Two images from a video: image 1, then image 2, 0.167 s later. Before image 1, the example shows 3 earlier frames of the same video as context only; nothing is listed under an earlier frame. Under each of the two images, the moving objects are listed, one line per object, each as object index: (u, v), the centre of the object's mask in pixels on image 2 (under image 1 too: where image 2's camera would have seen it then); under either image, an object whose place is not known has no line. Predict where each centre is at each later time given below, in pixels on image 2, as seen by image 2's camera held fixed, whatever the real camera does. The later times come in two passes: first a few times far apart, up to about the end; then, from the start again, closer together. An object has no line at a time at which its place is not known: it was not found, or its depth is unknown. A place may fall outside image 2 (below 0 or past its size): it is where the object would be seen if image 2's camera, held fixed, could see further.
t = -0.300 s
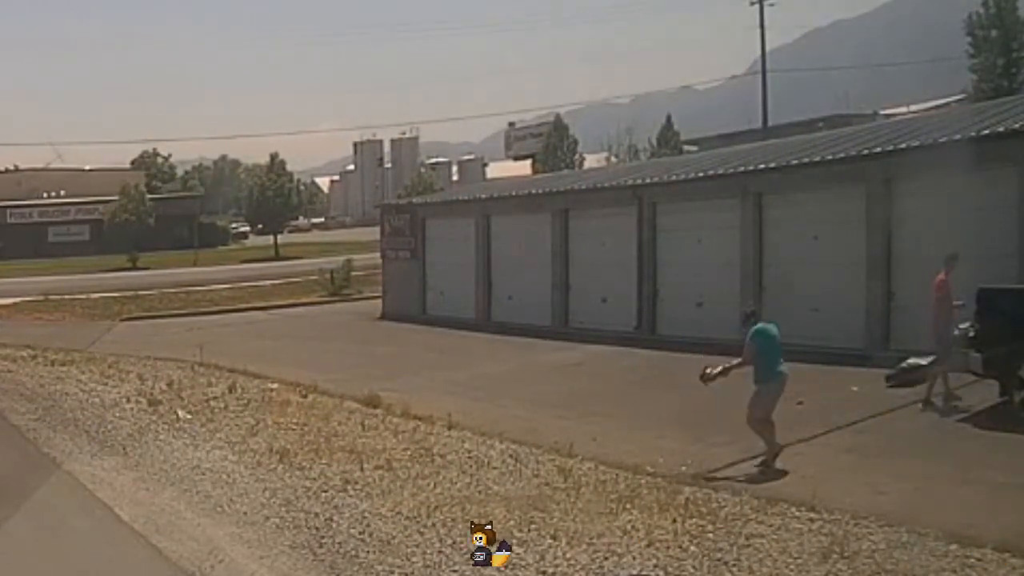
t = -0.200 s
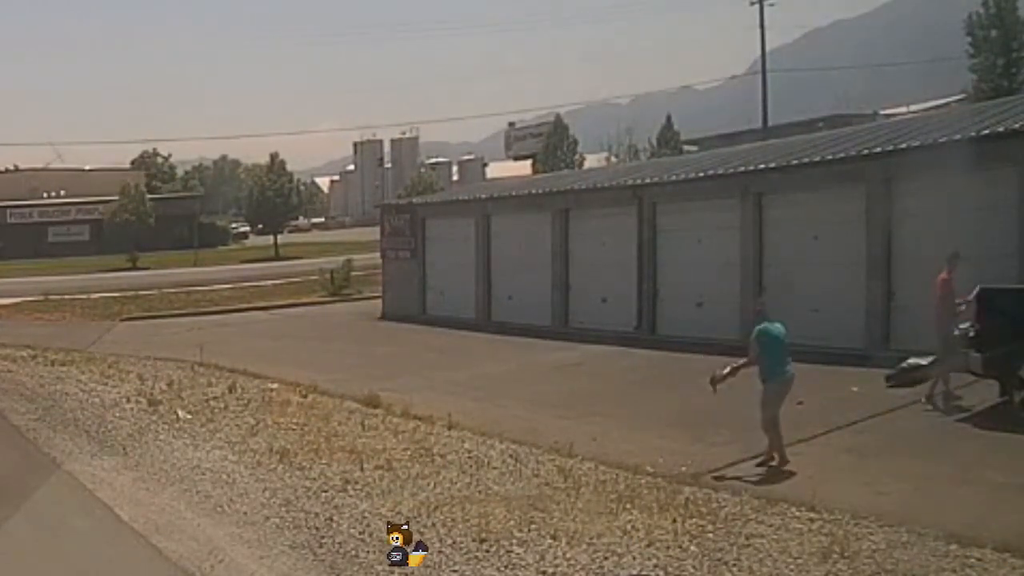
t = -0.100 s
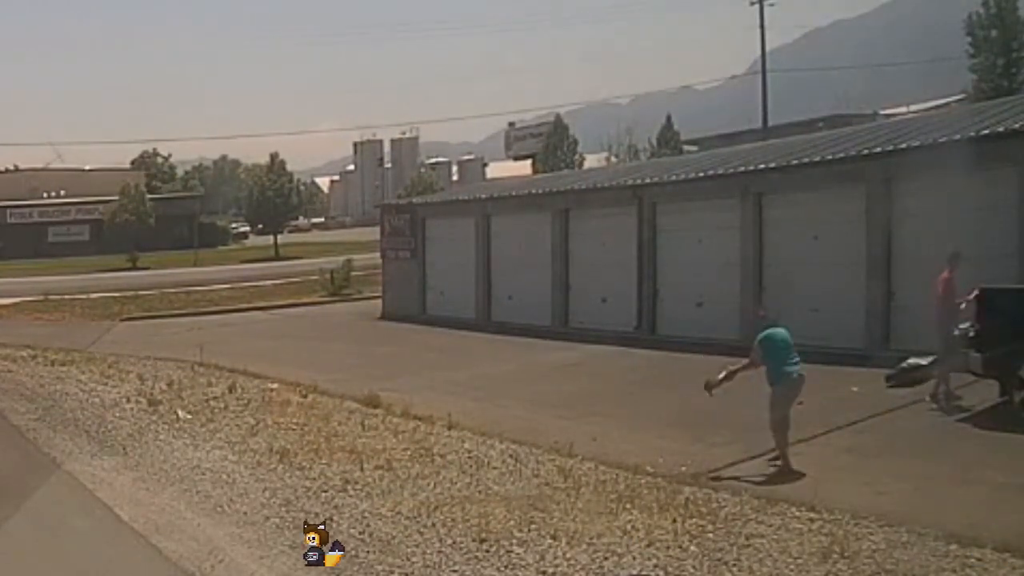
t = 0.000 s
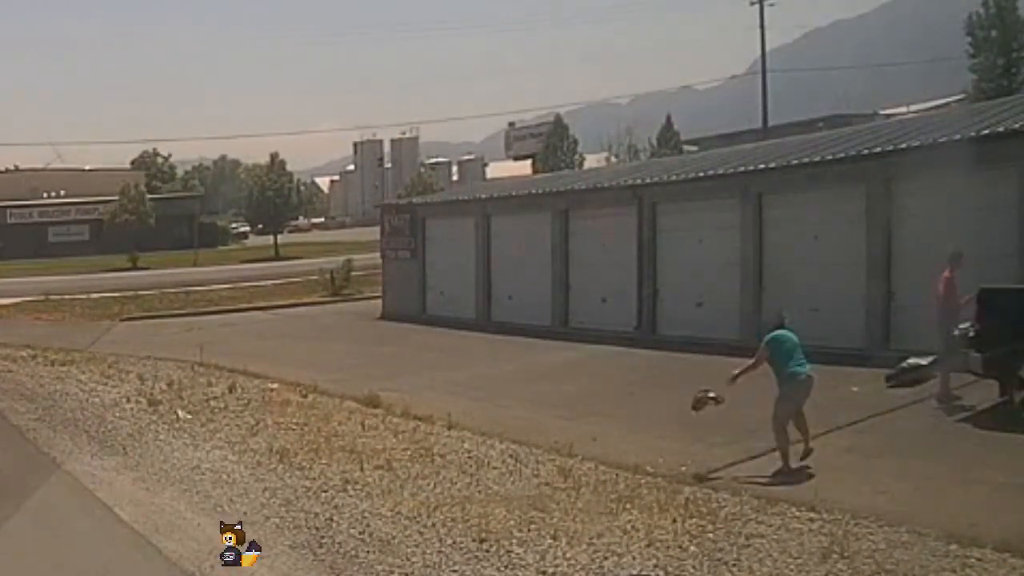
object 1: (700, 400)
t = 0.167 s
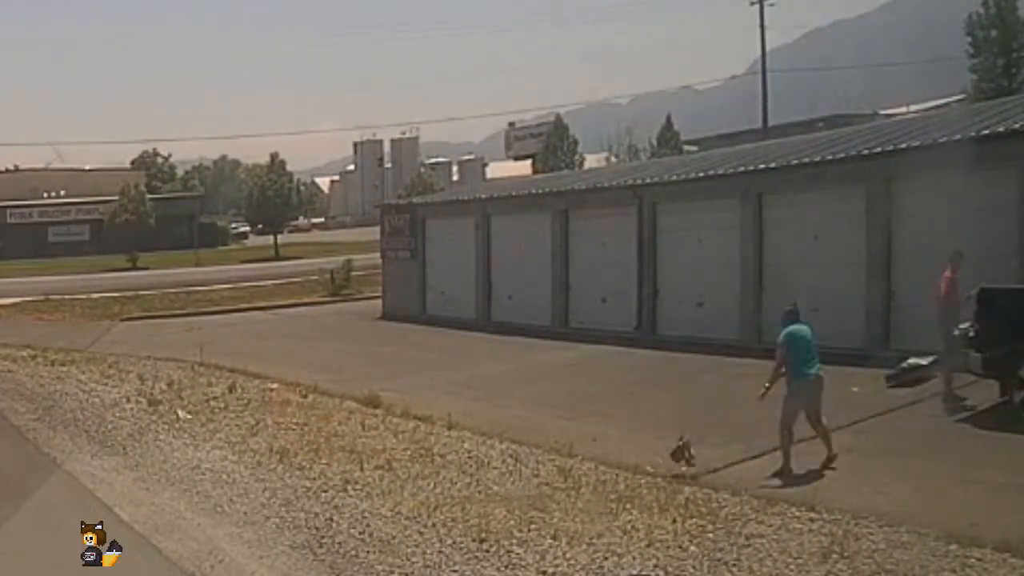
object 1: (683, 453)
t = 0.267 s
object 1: (669, 462)
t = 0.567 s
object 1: (649, 471)
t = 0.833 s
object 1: (648, 471)
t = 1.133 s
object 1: (647, 471)
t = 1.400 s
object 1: (647, 471)
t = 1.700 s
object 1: (647, 471)
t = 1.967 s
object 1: (647, 471)
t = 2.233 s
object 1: (647, 472)
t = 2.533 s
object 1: (647, 472)
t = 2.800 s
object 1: (647, 472)
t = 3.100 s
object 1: (647, 471)
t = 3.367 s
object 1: (647, 471)
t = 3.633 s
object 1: (647, 471)
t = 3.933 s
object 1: (647, 471)
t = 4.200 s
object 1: (647, 471)
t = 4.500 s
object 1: (647, 472)
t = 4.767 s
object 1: (647, 471)
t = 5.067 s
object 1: (647, 471)
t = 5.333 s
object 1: (647, 471)
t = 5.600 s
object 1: (647, 472)
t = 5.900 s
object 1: (647, 471)
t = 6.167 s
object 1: (647, 472)
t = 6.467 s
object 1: (647, 471)
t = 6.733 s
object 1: (647, 472)
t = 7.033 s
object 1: (647, 471)
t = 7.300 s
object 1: (647, 472)
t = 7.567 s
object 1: (647, 472)
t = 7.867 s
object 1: (647, 471)
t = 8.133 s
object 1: (647, 471)
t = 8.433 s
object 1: (647, 471)
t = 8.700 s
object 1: (647, 471)
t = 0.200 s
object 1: (678, 463)
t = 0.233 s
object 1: (672, 464)
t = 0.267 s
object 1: (669, 462)
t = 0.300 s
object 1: (666, 461)
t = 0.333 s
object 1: (665, 460)
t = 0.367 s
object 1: (663, 459)
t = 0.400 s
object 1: (662, 460)
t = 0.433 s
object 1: (660, 460)
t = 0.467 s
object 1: (658, 461)
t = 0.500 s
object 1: (655, 462)
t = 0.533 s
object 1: (650, 469)
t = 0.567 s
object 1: (649, 471)
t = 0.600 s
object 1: (648, 471)
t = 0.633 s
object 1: (647, 472)
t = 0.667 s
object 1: (647, 471)
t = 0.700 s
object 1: (648, 472)
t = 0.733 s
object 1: (647, 472)
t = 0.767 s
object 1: (647, 471)
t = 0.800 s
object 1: (647, 471)
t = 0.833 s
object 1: (648, 471)
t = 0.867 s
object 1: (647, 471)
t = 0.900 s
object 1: (648, 472)
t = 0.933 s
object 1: (648, 471)
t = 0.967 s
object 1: (648, 471)
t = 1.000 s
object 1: (648, 471)
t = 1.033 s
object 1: (648, 471)
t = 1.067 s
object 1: (647, 472)
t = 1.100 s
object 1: (647, 471)
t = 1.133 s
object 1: (647, 471)
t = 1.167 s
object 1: (647, 471)
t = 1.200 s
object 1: (647, 471)
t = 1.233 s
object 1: (647, 472)
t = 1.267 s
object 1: (647, 471)
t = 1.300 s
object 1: (647, 471)
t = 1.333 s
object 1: (647, 471)
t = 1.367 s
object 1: (647, 471)
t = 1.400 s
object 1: (647, 471)
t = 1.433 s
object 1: (647, 471)
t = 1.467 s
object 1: (647, 471)
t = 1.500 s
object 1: (647, 471)
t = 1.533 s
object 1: (647, 471)
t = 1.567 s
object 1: (647, 471)
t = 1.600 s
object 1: (647, 471)
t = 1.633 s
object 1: (647, 471)
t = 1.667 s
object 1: (647, 471)
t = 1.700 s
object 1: (647, 471)
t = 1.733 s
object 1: (647, 472)
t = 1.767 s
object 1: (647, 472)
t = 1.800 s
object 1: (647, 471)
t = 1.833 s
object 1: (647, 471)
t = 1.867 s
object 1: (647, 471)
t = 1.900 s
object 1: (647, 471)
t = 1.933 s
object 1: (647, 471)
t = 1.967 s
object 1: (647, 471)
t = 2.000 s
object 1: (647, 471)
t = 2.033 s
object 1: (647, 471)
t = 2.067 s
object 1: (647, 471)
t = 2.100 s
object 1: (647, 471)
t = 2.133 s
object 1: (647, 471)
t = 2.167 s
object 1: (647, 471)
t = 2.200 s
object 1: (647, 471)
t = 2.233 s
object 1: (647, 472)
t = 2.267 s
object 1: (647, 471)
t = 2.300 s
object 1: (647, 472)
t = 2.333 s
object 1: (647, 471)
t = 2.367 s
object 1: (647, 472)
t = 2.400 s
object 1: (647, 472)
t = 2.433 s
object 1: (647, 472)
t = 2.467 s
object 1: (647, 472)
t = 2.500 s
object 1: (647, 472)
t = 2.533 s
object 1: (647, 472)
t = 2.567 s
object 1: (647, 472)
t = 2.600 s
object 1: (647, 472)
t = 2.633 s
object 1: (647, 472)
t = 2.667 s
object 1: (647, 472)
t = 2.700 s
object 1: (647, 472)
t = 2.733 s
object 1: (647, 472)
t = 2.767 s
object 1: (647, 472)
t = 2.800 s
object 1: (647, 472)
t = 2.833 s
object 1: (647, 472)
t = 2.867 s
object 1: (647, 471)
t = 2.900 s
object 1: (647, 471)
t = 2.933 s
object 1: (647, 471)
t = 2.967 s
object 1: (647, 472)
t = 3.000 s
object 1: (647, 472)
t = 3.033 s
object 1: (647, 471)
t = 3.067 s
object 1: (647, 472)
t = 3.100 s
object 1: (647, 471)
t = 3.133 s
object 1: (647, 471)
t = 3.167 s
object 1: (647, 471)
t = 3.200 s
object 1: (647, 471)
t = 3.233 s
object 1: (647, 471)
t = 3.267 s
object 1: (647, 471)
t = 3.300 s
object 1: (647, 471)
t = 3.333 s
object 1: (647, 471)
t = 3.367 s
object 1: (647, 471)
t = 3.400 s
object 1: (647, 471)
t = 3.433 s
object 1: (647, 471)
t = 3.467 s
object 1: (647, 471)
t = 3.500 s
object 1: (647, 471)
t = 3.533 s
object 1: (647, 471)
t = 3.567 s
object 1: (647, 471)
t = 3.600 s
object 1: (647, 471)
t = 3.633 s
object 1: (647, 471)
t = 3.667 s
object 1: (647, 471)
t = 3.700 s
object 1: (647, 471)
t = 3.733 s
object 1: (647, 471)
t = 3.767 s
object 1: (647, 471)
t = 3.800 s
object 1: (647, 471)
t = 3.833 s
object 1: (647, 471)
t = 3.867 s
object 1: (647, 471)
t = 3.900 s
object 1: (647, 471)
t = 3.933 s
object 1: (647, 471)
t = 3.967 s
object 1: (647, 471)
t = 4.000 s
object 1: (647, 471)
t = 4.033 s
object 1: (647, 471)
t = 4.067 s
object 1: (647, 471)
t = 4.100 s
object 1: (647, 471)
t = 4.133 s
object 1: (647, 471)
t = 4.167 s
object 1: (647, 471)
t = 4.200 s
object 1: (647, 471)
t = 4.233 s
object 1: (646, 471)
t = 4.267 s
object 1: (647, 472)
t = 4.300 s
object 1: (647, 472)
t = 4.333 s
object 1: (647, 471)
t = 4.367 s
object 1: (647, 471)
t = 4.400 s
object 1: (647, 471)
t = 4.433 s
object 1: (647, 472)
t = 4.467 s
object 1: (647, 472)
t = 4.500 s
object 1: (647, 472)
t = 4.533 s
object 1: (647, 471)
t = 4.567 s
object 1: (647, 471)
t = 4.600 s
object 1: (647, 471)
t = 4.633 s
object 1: (647, 471)
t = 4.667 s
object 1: (647, 471)
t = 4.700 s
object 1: (647, 471)
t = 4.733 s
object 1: (647, 471)
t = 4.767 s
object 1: (647, 471)
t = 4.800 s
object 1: (647, 471)
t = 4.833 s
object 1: (647, 471)
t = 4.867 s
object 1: (647, 471)
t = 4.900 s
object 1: (647, 471)
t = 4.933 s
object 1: (647, 471)
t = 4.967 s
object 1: (647, 471)
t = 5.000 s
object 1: (647, 471)
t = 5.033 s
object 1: (647, 471)
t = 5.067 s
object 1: (647, 471)
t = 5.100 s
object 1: (646, 472)
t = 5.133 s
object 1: (647, 471)
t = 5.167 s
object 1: (647, 471)
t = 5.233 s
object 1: (647, 471)
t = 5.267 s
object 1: (647, 471)
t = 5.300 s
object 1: (647, 471)
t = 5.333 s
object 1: (647, 471)
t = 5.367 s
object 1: (647, 471)
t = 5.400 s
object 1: (647, 472)
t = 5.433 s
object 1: (647, 472)
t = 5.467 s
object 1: (647, 471)
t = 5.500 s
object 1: (646, 472)
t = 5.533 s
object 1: (647, 472)
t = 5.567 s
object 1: (647, 472)
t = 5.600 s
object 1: (647, 472)
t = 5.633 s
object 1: (647, 472)
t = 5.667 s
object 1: (647, 472)
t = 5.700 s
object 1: (647, 472)
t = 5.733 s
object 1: (647, 471)
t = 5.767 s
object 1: (647, 471)
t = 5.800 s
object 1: (647, 471)
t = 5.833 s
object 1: (647, 471)
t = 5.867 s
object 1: (647, 471)
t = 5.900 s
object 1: (647, 471)
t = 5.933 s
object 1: (647, 471)
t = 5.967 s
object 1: (647, 471)
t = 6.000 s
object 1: (647, 471)
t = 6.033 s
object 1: (647, 472)
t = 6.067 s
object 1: (647, 472)
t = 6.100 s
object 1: (647, 472)
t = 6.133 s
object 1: (647, 472)
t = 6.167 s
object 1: (647, 472)
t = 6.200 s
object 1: (647, 472)
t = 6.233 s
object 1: (647, 472)
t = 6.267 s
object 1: (647, 471)
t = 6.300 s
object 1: (647, 471)
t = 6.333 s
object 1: (647, 472)
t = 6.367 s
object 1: (647, 472)
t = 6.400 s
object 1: (647, 472)
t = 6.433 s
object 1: (647, 471)
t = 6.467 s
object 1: (647, 471)
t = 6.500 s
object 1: (647, 471)
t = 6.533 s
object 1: (647, 471)
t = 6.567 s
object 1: (647, 471)
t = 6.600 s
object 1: (647, 471)
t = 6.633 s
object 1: (647, 472)
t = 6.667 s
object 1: (647, 472)
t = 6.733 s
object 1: (647, 472)
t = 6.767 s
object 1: (647, 472)
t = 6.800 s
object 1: (647, 471)
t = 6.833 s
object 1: (647, 472)
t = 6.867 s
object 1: (647, 472)
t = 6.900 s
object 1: (647, 472)
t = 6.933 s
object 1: (647, 472)
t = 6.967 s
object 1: (647, 471)
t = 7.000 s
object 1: (647, 471)
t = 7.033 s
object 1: (647, 471)
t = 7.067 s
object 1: (647, 472)
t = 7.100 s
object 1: (647, 472)
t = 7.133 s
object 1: (647, 472)
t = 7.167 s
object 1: (647, 471)
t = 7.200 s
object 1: (647, 471)
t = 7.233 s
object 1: (647, 472)
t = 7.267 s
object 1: (647, 472)
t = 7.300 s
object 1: (647, 472)
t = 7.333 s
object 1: (647, 472)
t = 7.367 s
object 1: (647, 472)
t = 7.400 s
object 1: (647, 472)
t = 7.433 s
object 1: (647, 472)
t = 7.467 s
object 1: (647, 472)
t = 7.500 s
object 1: (647, 472)
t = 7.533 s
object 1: (647, 472)
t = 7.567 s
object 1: (647, 472)
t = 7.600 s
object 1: (647, 472)
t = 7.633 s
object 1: (647, 472)
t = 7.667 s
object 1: (647, 472)
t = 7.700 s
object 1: (647, 472)
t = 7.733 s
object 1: (647, 472)
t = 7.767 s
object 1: (647, 471)
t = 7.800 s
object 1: (647, 471)
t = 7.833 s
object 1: (647, 471)
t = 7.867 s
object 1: (647, 471)
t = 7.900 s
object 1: (647, 471)
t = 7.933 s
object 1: (647, 471)
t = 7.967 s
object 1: (647, 471)
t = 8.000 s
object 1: (647, 471)
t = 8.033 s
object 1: (647, 471)
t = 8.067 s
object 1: (647, 471)
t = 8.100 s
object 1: (647, 471)
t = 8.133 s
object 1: (647, 471)
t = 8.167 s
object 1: (647, 471)
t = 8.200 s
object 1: (647, 471)
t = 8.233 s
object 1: (647, 471)
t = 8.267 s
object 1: (647, 471)
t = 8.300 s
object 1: (647, 471)
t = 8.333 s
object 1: (647, 471)
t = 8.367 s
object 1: (647, 471)
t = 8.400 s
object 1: (647, 471)
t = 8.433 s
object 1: (647, 471)
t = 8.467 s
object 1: (647, 471)
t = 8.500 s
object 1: (647, 471)
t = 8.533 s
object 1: (647, 471)
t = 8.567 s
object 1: (647, 471)
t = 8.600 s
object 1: (647, 471)
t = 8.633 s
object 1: (647, 471)
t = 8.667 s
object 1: (647, 471)
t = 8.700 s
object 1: (647, 471)
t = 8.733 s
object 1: (647, 472)
